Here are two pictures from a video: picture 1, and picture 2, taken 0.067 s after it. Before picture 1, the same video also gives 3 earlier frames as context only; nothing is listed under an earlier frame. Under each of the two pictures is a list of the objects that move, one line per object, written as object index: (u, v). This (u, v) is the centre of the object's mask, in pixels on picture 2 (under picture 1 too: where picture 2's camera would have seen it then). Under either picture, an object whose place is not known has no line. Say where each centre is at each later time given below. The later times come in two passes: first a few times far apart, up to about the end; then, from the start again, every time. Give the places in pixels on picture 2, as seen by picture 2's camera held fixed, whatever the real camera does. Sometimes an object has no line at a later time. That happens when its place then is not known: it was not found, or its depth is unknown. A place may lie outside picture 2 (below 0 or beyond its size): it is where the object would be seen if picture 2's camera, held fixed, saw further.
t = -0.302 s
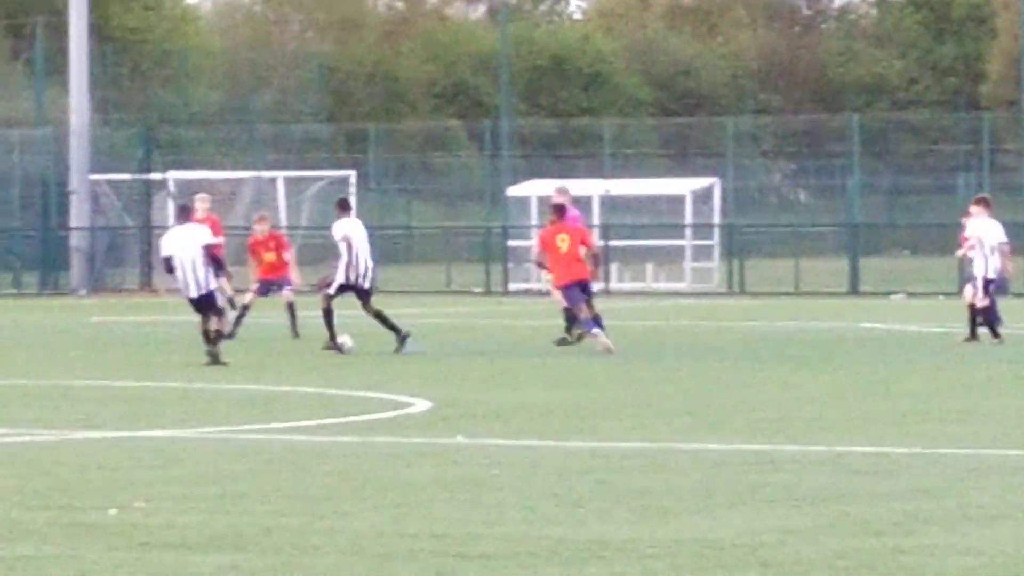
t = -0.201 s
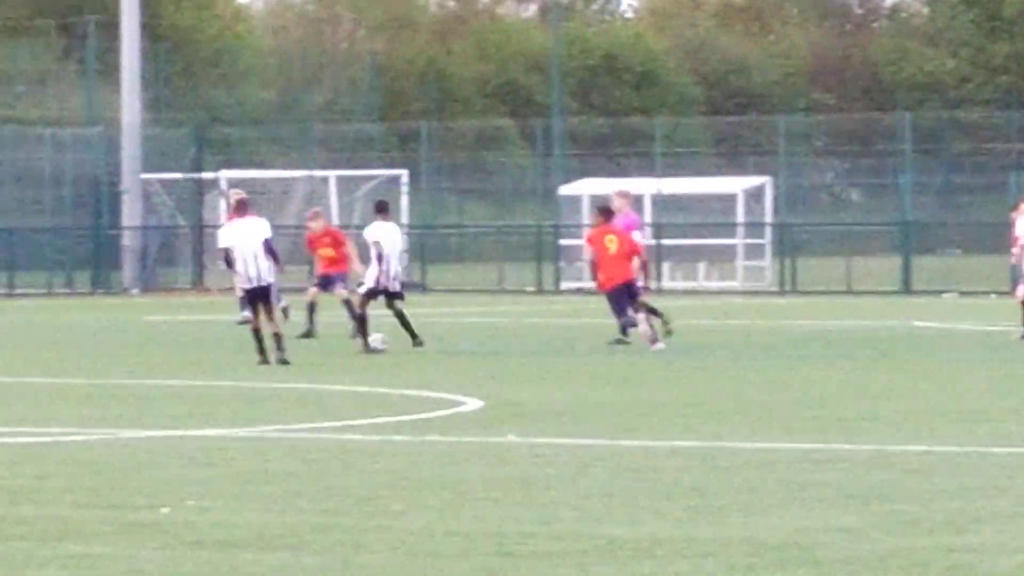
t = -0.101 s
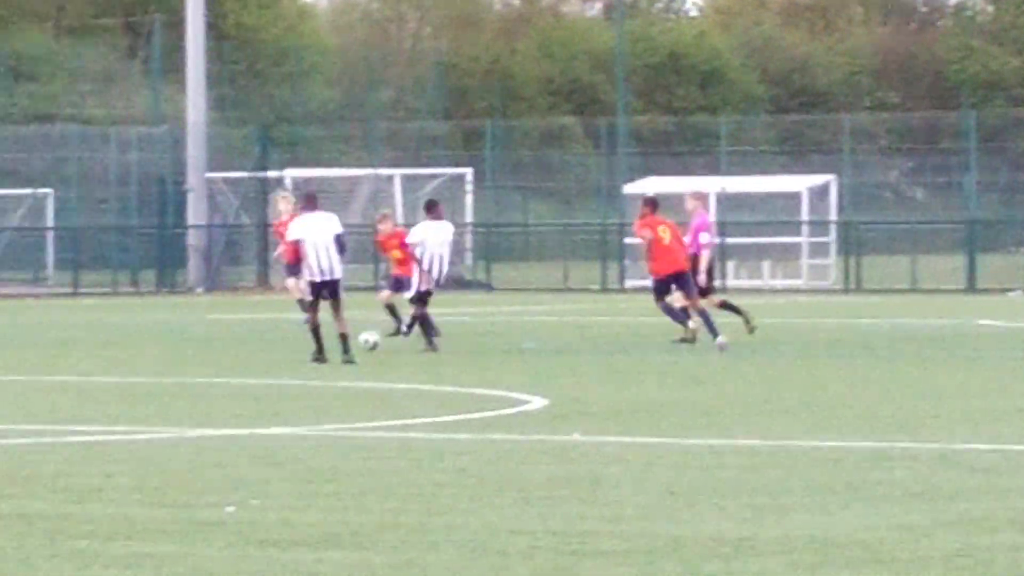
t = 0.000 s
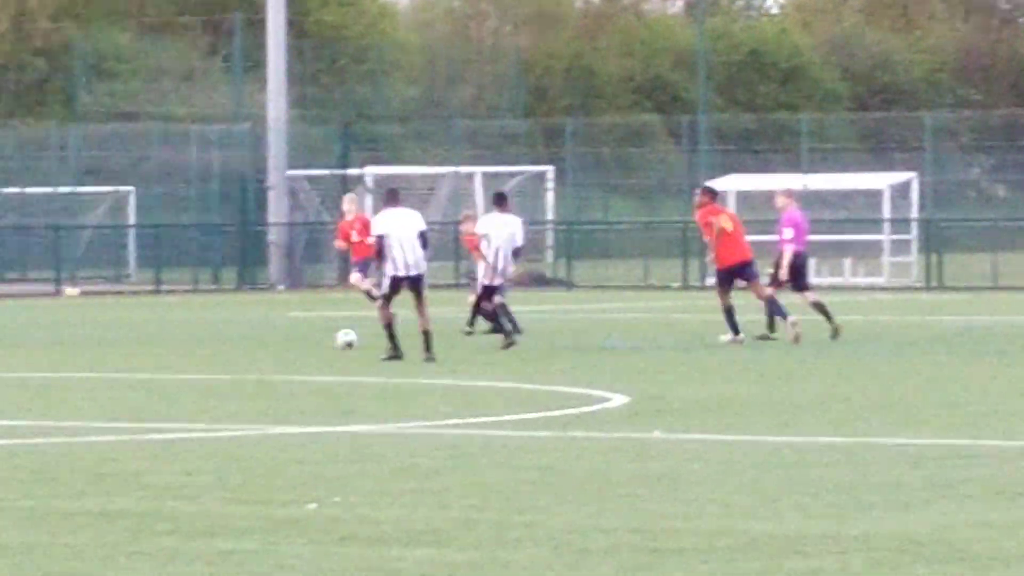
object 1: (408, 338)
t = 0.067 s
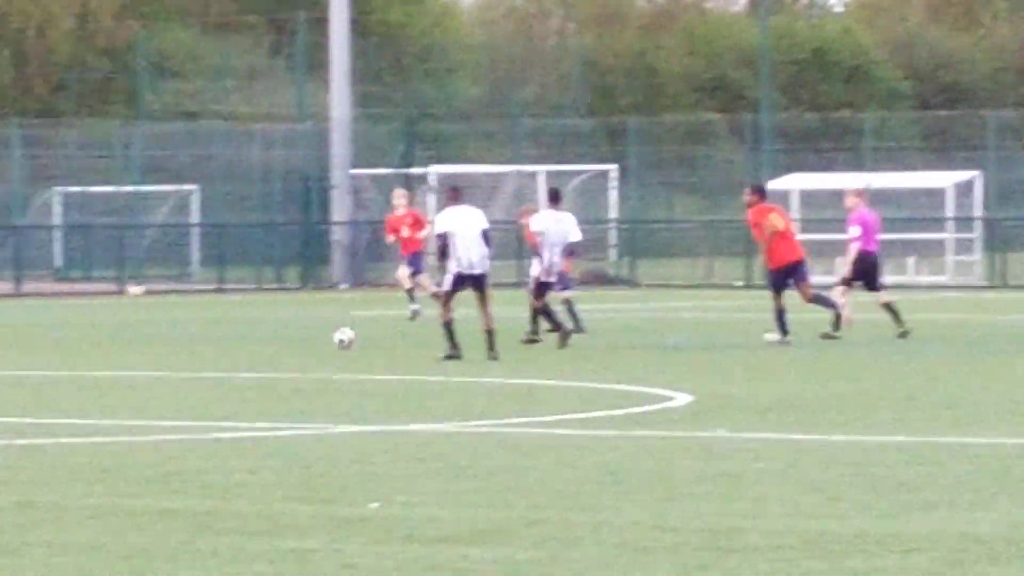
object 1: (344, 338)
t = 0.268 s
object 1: (171, 336)
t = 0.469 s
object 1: (22, 338)
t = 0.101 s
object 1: (314, 337)
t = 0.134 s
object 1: (283, 338)
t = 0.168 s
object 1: (252, 340)
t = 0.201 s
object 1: (224, 339)
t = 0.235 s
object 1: (198, 337)
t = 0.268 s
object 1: (171, 336)
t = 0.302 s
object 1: (144, 337)
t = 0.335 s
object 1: (119, 339)
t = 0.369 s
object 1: (93, 341)
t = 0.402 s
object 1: (69, 341)
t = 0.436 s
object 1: (46, 338)
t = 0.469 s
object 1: (22, 338)
